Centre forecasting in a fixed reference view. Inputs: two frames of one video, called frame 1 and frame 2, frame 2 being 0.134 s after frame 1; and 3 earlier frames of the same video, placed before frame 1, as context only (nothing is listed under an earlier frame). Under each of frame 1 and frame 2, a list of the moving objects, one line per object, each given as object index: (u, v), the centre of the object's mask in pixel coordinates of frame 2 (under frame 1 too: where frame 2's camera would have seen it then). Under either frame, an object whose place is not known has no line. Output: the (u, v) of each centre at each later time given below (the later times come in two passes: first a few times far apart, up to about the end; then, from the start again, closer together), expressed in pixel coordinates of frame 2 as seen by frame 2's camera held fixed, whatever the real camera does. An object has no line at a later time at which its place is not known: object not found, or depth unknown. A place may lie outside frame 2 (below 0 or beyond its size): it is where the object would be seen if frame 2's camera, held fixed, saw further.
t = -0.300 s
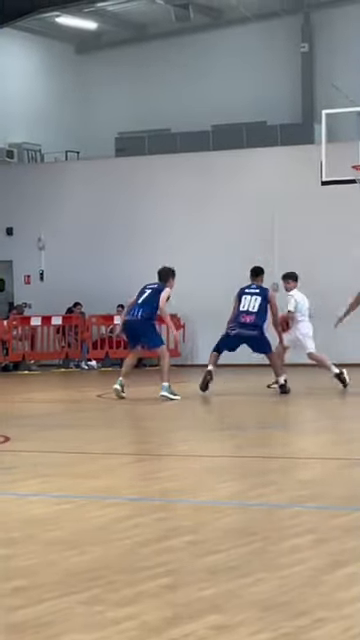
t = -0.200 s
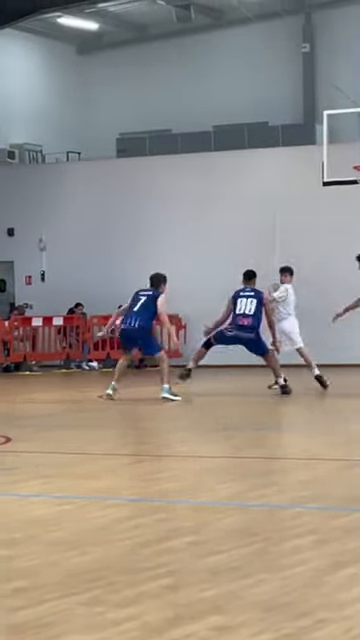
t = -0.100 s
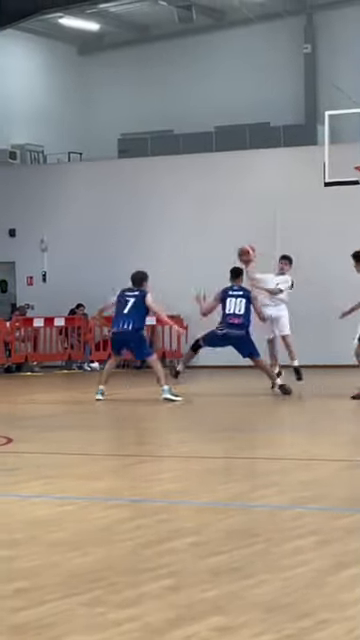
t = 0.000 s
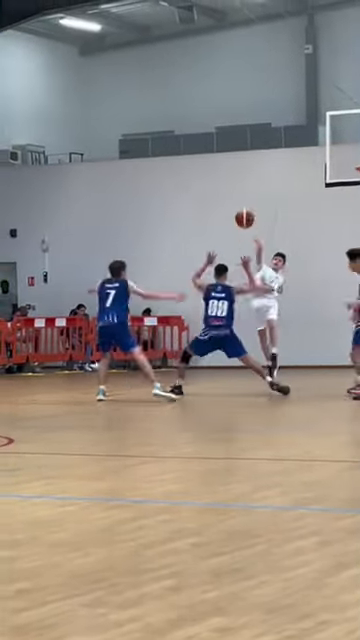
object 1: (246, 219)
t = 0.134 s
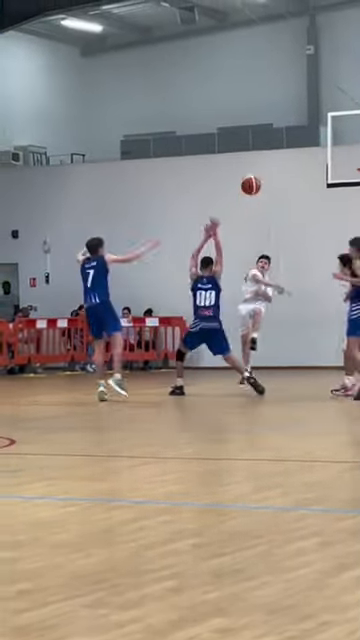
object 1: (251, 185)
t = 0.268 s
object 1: (255, 161)
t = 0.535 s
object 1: (268, 153)
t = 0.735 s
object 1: (281, 195)
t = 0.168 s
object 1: (251, 178)
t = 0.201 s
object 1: (252, 171)
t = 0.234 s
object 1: (253, 166)
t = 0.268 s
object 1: (255, 161)
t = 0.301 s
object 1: (256, 157)
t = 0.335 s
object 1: (257, 154)
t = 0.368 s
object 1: (259, 151)
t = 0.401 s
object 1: (261, 150)
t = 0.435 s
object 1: (263, 149)
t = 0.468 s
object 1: (264, 149)
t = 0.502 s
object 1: (266, 150)
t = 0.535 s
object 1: (268, 153)
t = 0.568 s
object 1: (270, 157)
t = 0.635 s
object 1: (274, 169)
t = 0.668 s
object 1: (277, 176)
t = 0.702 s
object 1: (279, 184)
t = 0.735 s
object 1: (281, 195)
